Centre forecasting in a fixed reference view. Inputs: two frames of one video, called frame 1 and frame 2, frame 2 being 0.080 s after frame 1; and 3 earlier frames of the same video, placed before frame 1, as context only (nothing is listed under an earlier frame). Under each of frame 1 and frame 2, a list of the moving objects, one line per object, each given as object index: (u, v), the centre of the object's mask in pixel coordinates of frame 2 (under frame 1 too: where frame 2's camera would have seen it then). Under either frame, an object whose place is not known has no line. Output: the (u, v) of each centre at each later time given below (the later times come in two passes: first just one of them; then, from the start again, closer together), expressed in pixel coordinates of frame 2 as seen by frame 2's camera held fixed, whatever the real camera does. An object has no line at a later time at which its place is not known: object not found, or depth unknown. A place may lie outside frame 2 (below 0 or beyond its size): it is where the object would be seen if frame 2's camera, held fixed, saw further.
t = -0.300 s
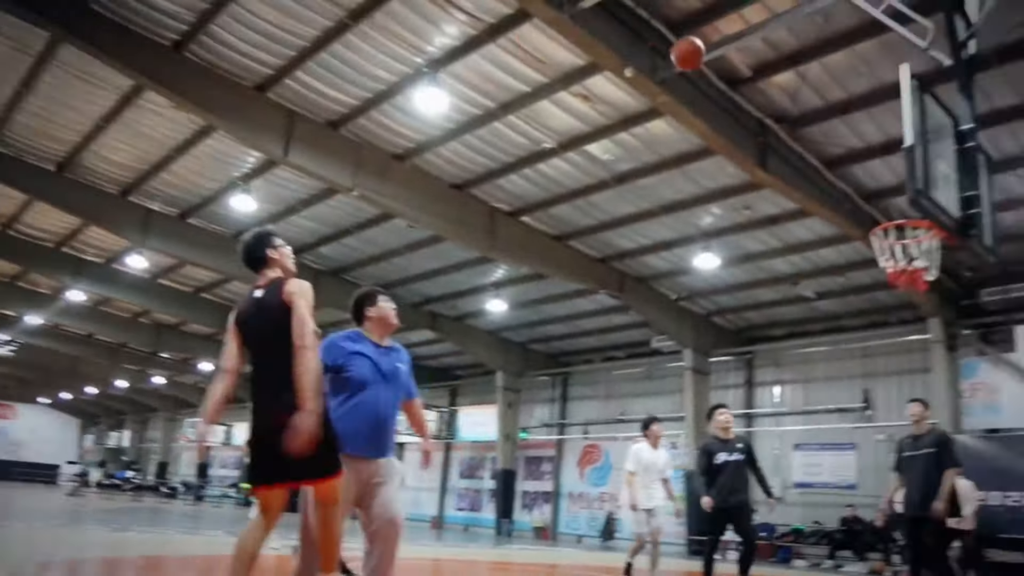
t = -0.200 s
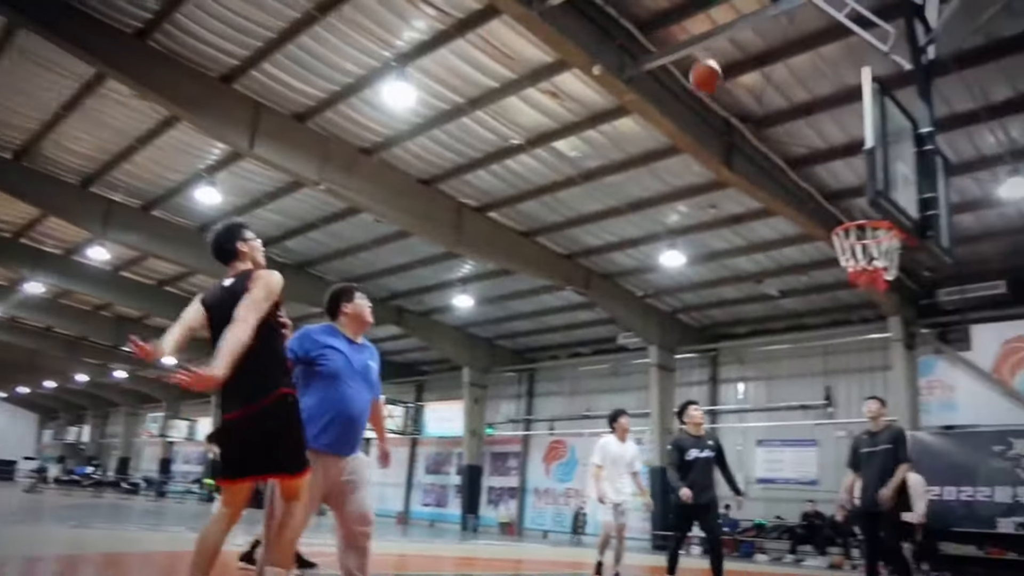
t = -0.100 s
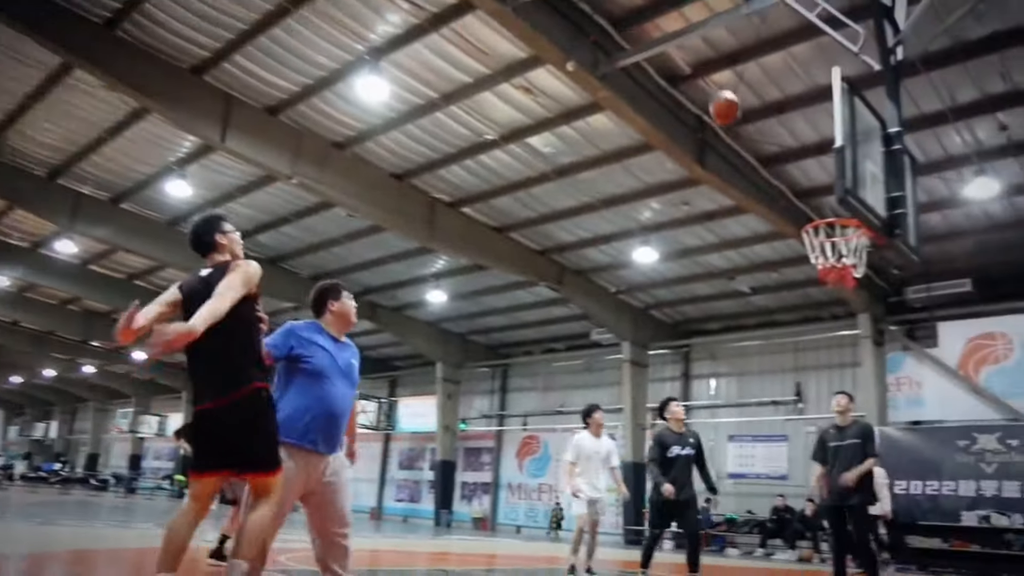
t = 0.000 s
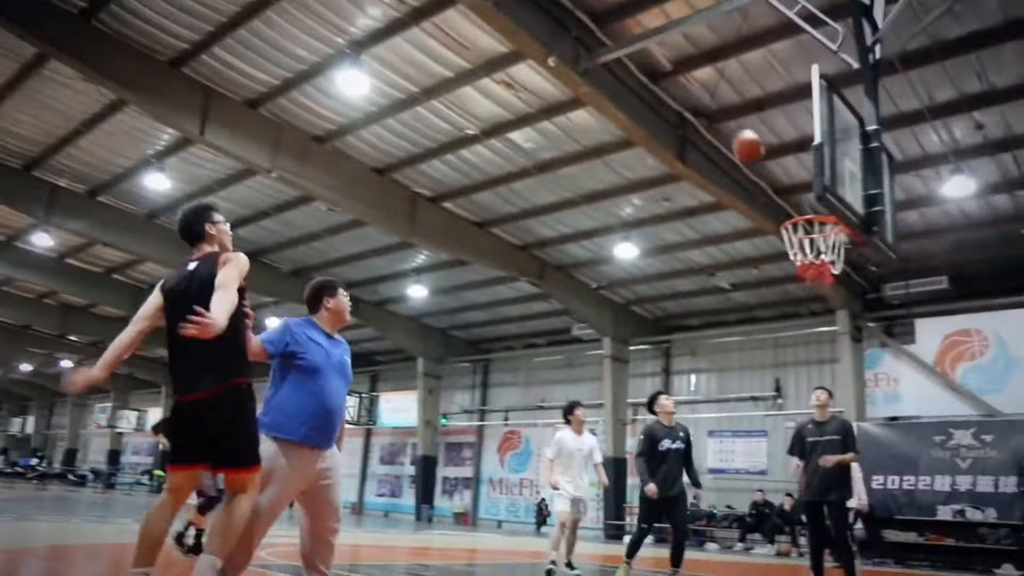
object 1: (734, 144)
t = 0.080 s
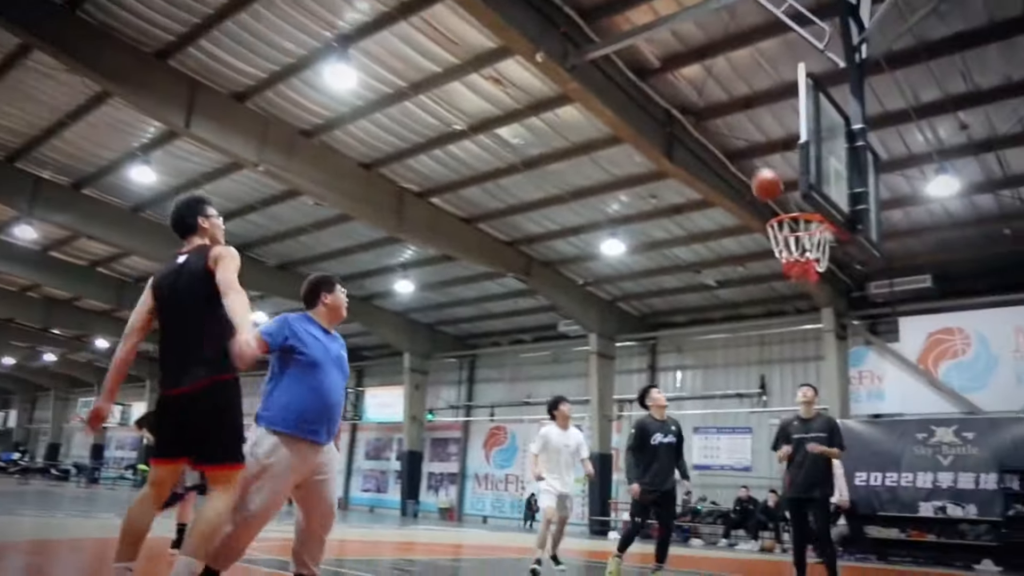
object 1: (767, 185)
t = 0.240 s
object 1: (809, 257)
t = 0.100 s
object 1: (774, 195)
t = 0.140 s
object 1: (790, 216)
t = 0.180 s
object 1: (800, 233)
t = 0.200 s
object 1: (803, 240)
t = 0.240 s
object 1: (809, 257)
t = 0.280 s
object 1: (820, 262)
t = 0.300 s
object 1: (821, 260)
